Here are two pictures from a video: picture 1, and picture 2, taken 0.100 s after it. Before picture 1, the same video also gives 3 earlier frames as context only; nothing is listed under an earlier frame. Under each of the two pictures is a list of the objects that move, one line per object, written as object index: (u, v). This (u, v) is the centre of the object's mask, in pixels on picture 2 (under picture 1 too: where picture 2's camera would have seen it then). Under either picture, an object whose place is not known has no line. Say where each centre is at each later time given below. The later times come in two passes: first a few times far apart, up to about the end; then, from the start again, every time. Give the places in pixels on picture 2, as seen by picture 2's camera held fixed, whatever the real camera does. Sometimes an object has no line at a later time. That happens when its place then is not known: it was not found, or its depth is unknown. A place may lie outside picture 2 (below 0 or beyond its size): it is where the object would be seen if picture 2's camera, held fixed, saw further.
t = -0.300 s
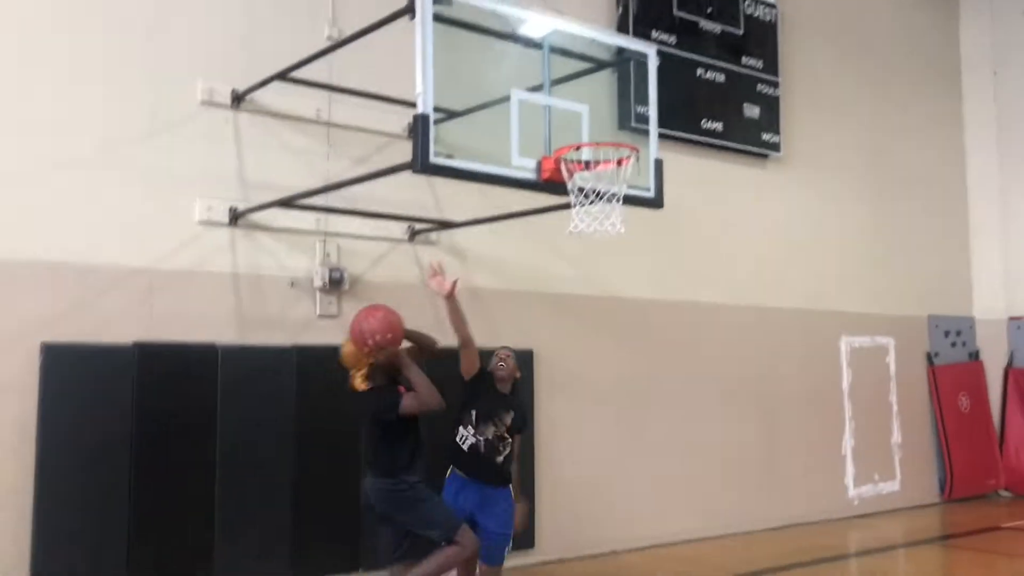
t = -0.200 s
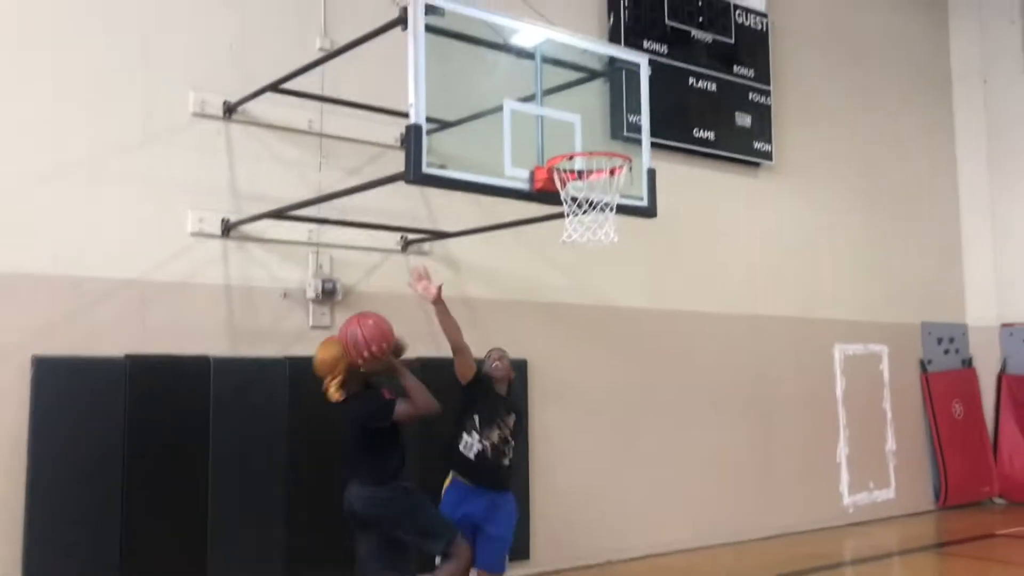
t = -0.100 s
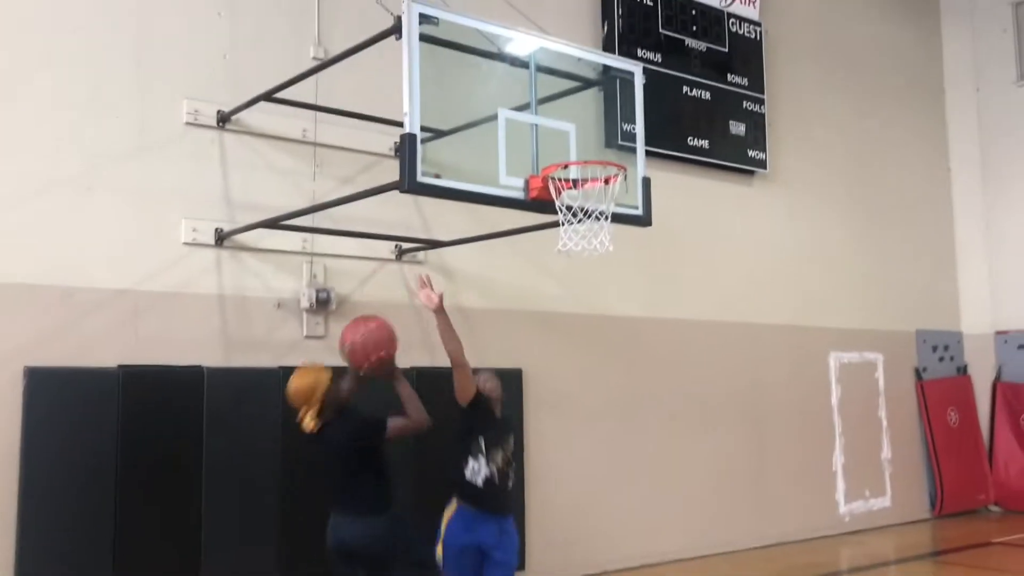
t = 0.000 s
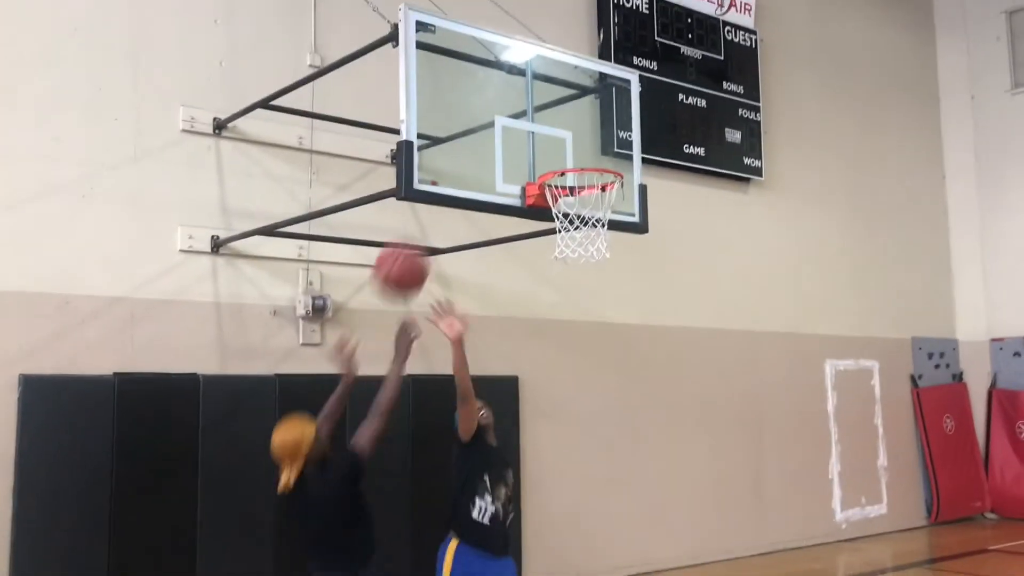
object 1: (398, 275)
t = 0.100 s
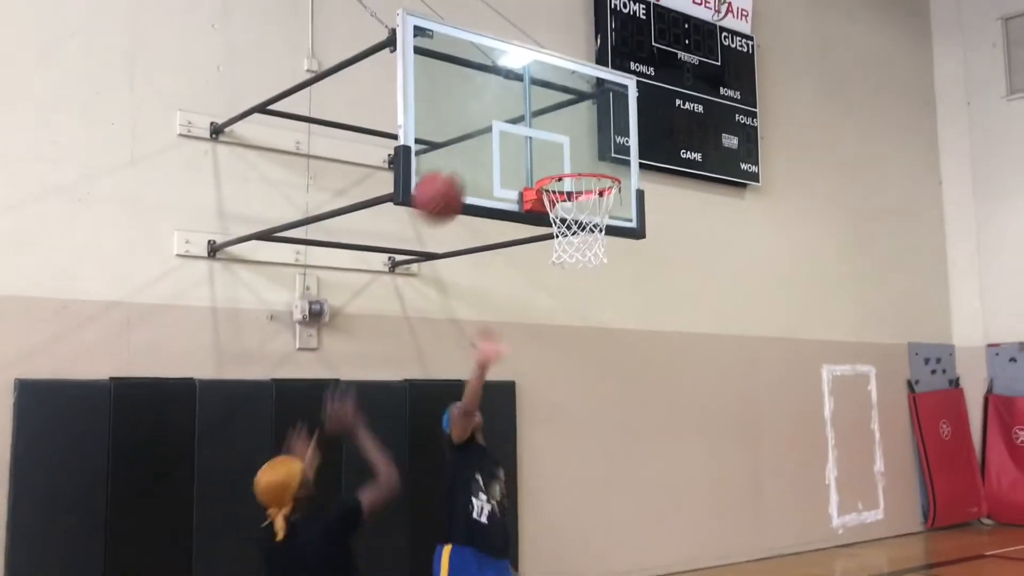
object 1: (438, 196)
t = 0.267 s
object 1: (497, 123)
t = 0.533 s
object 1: (574, 125)
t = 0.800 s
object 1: (629, 151)
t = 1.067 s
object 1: (673, 195)
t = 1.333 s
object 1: (736, 344)
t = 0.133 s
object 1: (452, 175)
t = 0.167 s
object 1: (463, 159)
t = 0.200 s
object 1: (475, 145)
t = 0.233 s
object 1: (486, 133)
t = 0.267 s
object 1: (497, 123)
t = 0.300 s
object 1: (508, 116)
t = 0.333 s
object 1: (518, 111)
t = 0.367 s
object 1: (528, 109)
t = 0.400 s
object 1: (538, 108)
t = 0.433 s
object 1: (547, 110)
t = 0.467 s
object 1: (556, 113)
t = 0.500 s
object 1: (566, 118)
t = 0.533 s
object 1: (574, 125)
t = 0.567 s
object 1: (584, 134)
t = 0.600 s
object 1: (591, 144)
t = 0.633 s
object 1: (599, 154)
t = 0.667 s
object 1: (608, 165)
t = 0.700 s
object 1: (613, 161)
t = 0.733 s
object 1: (618, 157)
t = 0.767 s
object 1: (623, 153)
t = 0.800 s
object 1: (629, 151)
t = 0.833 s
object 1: (634, 150)
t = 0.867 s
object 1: (640, 152)
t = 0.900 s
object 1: (645, 155)
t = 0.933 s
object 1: (651, 159)
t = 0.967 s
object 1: (656, 165)
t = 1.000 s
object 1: (661, 173)
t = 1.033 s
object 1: (667, 184)
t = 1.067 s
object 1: (673, 195)
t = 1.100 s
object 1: (678, 209)
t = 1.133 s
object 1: (684, 224)
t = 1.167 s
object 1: (689, 240)
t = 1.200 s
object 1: (696, 258)
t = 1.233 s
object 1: (703, 277)
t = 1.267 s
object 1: (715, 295)
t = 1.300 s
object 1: (725, 319)
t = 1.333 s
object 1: (736, 344)
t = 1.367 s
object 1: (741, 371)
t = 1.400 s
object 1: (742, 398)
